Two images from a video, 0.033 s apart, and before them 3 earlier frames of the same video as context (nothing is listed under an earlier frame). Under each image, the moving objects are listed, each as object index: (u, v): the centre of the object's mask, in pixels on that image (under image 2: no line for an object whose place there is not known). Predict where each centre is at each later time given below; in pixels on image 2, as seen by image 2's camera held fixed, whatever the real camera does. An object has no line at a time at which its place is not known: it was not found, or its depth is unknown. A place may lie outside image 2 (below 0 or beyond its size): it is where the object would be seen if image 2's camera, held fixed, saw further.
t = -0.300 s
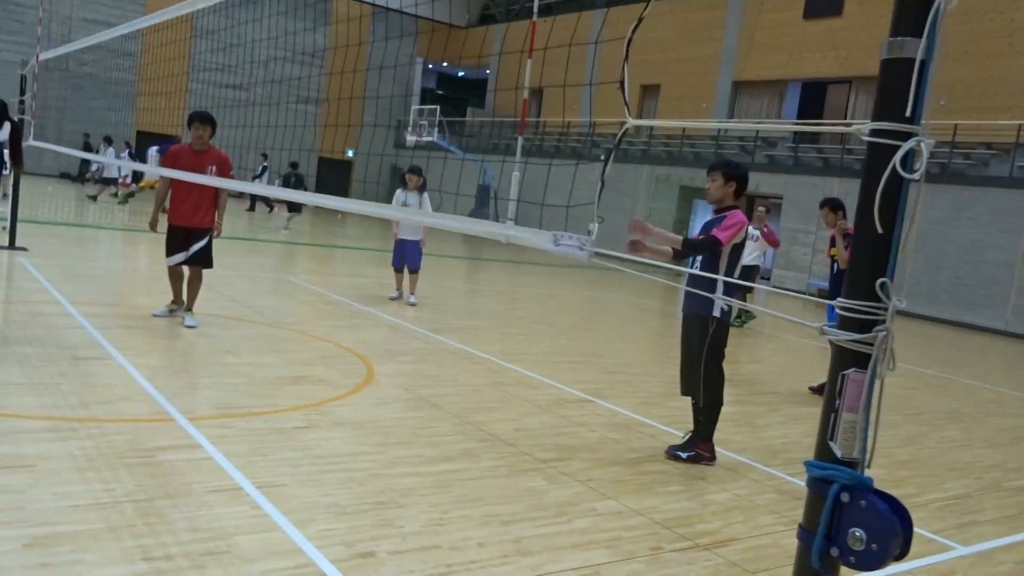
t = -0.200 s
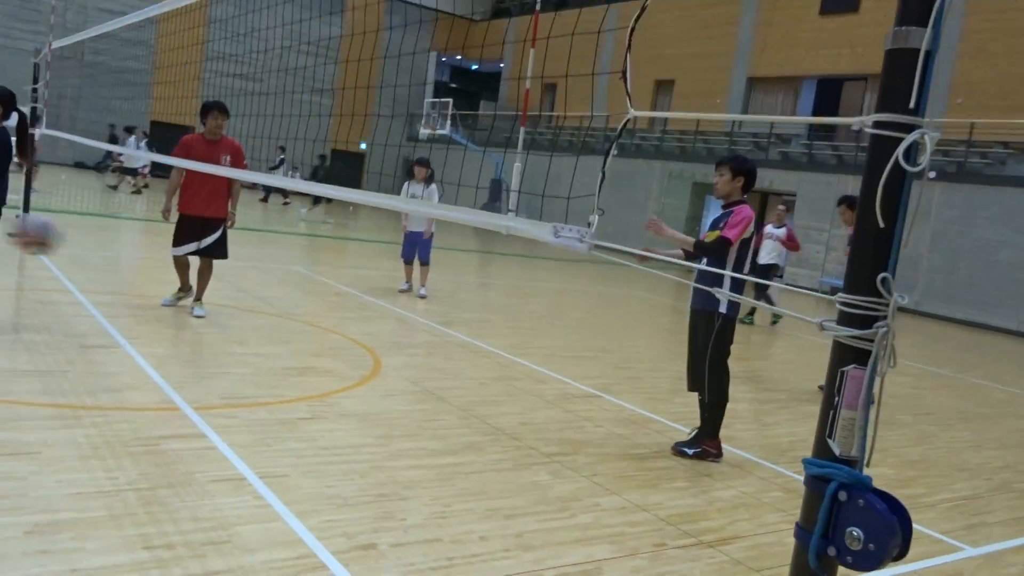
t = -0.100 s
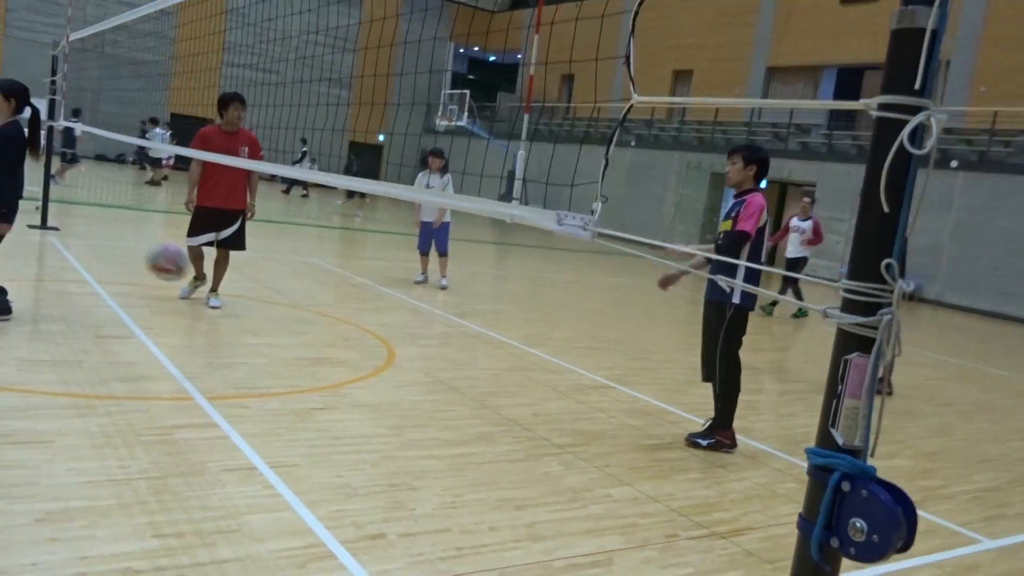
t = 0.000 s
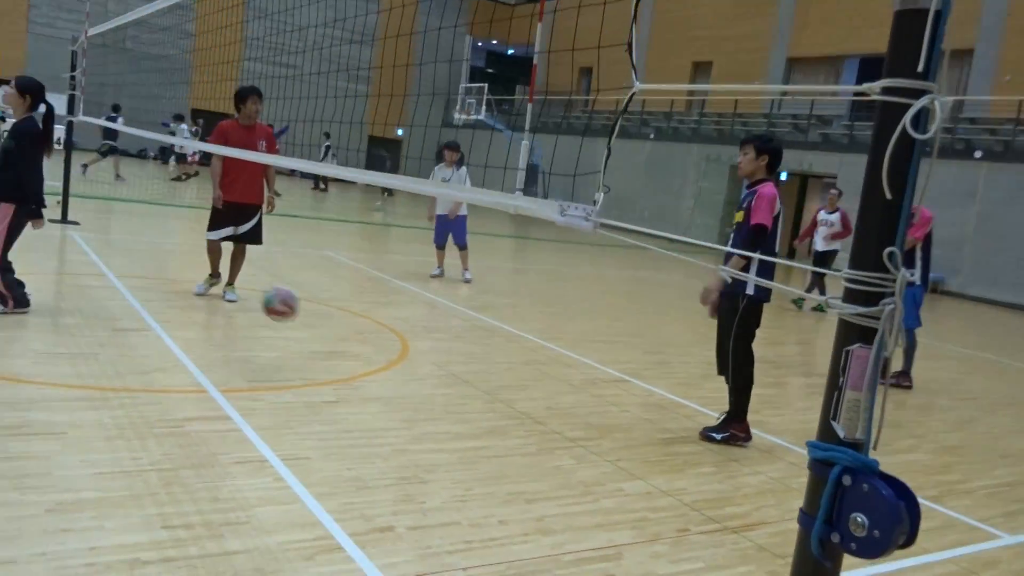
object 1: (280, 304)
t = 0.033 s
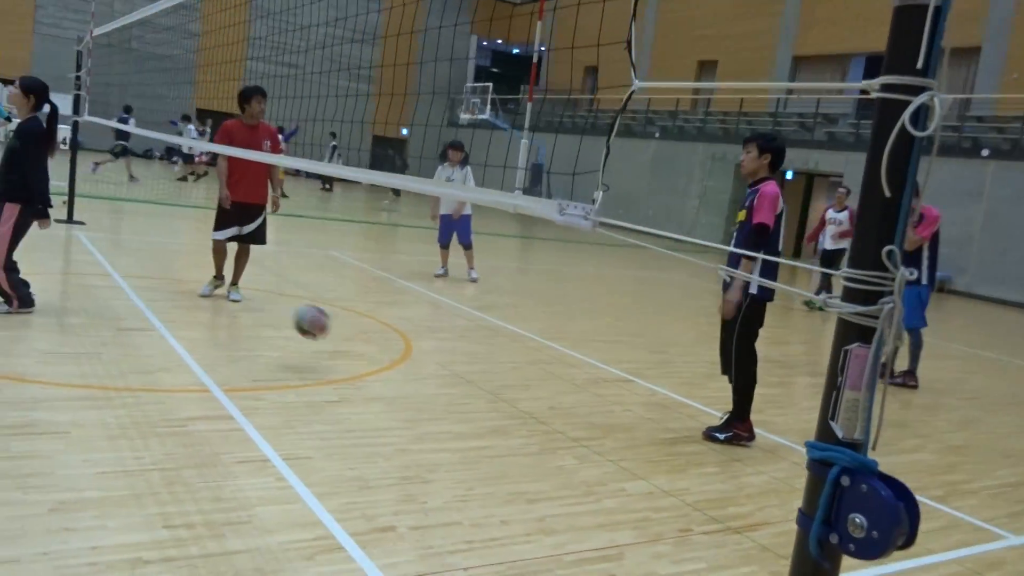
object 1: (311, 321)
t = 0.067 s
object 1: (338, 341)
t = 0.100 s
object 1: (364, 351)
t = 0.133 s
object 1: (392, 335)
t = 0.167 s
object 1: (420, 322)
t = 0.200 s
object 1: (445, 310)
